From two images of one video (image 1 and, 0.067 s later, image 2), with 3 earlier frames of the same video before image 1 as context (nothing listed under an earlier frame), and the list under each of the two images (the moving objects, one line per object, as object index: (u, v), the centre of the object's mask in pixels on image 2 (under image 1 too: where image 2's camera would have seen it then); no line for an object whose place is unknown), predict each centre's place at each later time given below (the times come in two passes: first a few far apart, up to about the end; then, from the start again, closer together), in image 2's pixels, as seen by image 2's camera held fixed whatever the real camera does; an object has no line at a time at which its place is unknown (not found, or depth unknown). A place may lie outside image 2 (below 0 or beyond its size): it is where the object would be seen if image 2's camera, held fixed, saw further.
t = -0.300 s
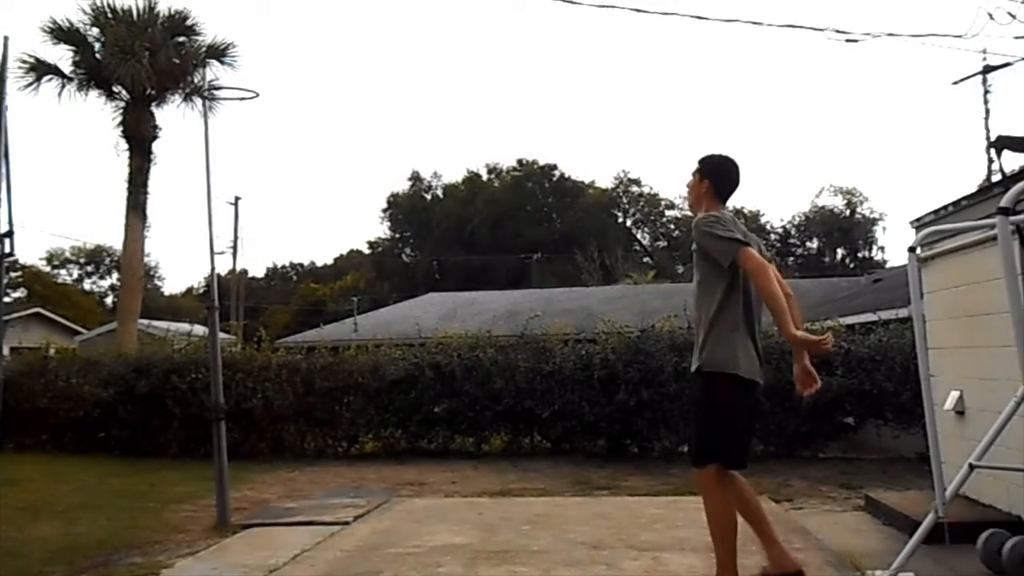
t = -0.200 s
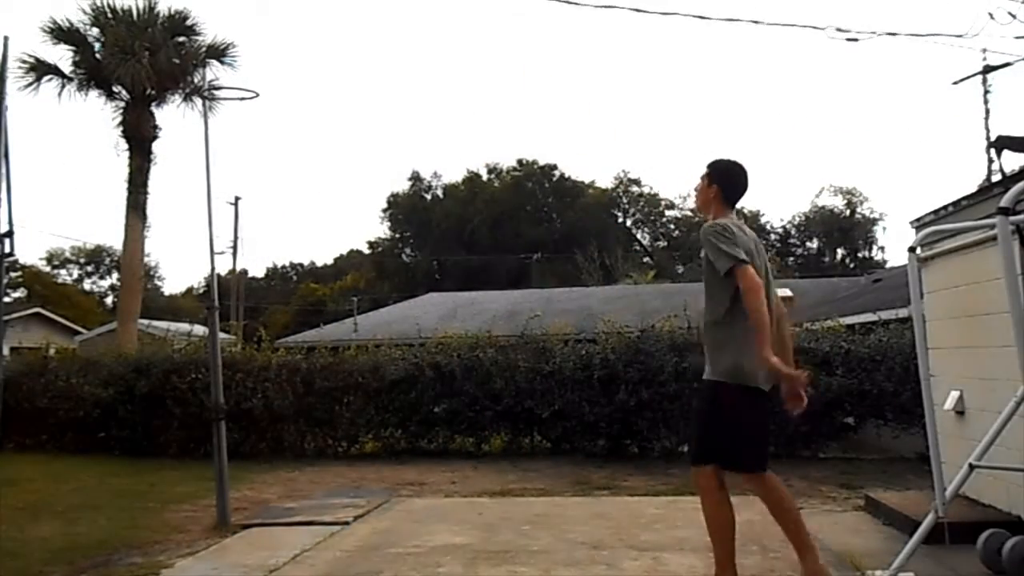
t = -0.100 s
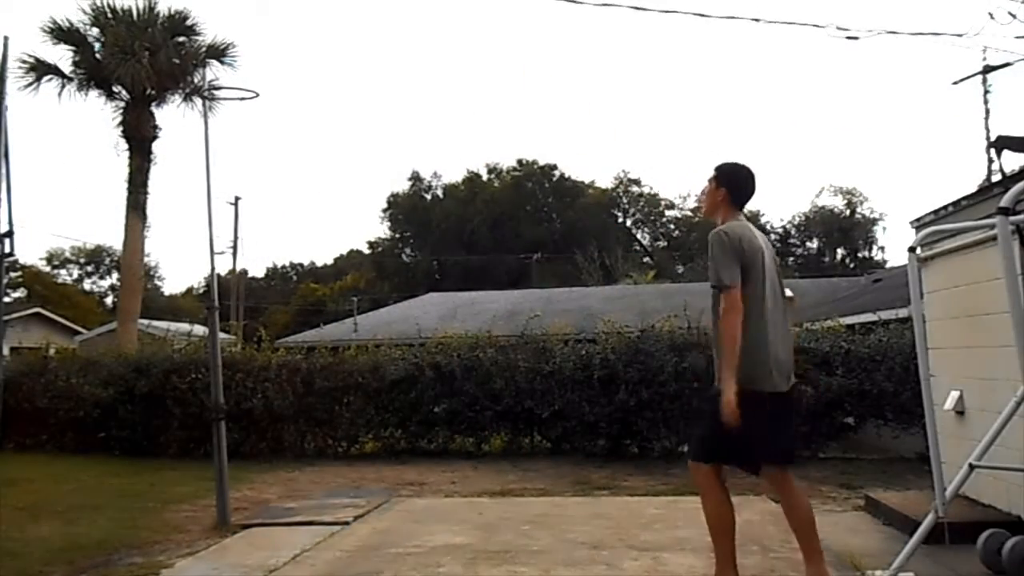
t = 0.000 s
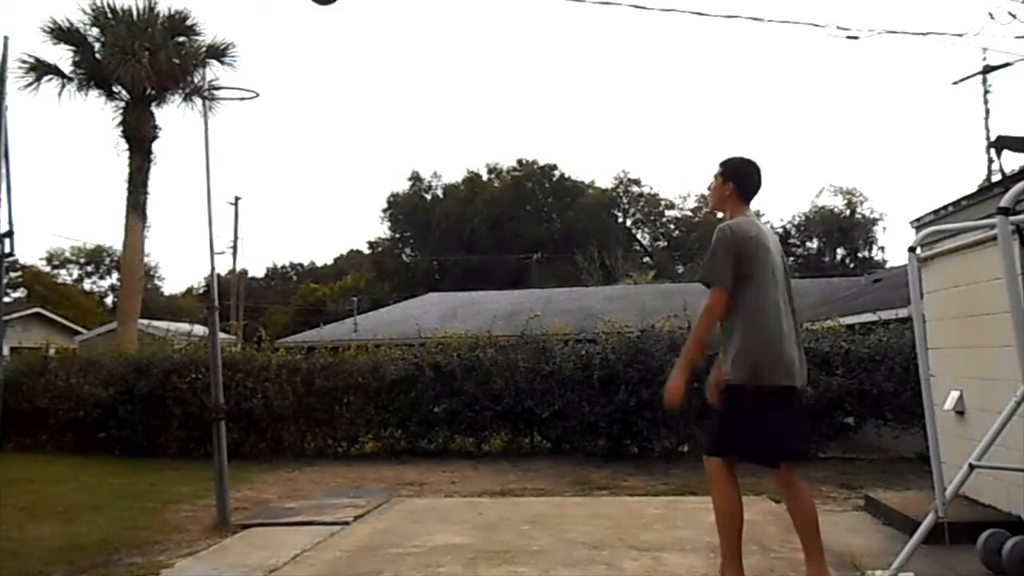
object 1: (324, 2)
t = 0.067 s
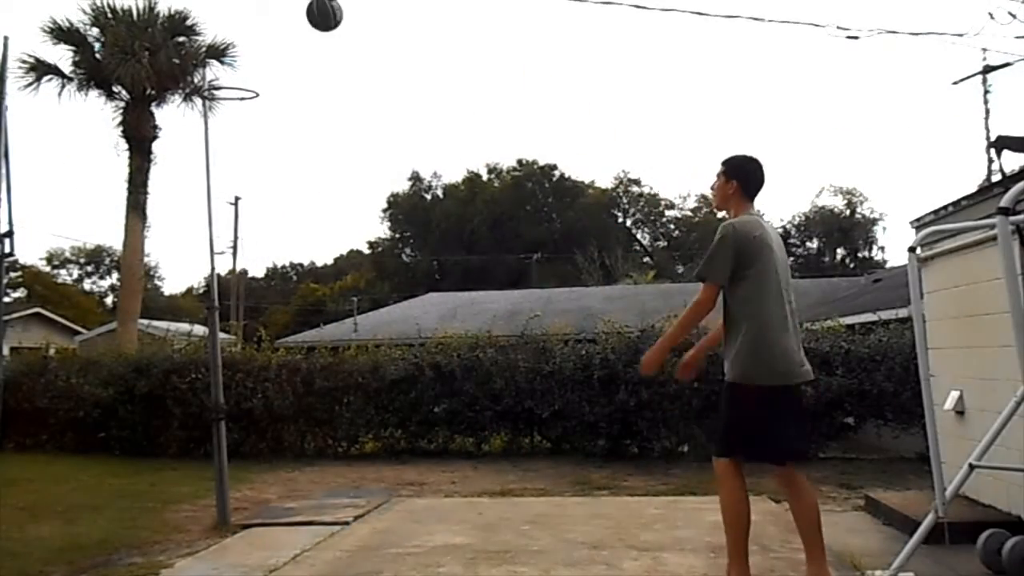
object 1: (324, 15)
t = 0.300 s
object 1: (327, 157)
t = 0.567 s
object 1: (332, 425)
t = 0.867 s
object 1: (239, 370)
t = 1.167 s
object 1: (337, 328)
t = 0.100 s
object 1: (325, 29)
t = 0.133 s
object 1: (325, 47)
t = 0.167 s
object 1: (325, 65)
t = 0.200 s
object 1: (326, 86)
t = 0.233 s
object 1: (326, 108)
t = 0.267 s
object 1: (327, 132)
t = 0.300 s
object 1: (327, 157)
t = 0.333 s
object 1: (328, 185)
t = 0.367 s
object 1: (328, 213)
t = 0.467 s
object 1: (332, 310)
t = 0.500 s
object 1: (330, 348)
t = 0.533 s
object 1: (332, 383)
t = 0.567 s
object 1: (332, 425)
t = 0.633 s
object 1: (334, 508)
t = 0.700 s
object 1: (305, 469)
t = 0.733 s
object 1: (289, 444)
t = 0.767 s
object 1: (274, 421)
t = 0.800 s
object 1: (259, 402)
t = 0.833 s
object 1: (244, 381)
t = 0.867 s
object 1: (239, 370)
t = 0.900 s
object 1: (252, 355)
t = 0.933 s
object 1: (262, 351)
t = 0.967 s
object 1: (272, 341)
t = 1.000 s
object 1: (283, 335)
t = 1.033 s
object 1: (294, 331)
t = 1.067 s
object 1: (306, 328)
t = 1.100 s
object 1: (316, 326)
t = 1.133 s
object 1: (326, 326)
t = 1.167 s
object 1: (337, 328)
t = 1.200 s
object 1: (347, 330)
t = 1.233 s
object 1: (357, 336)
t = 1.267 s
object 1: (369, 343)
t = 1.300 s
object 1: (381, 351)
